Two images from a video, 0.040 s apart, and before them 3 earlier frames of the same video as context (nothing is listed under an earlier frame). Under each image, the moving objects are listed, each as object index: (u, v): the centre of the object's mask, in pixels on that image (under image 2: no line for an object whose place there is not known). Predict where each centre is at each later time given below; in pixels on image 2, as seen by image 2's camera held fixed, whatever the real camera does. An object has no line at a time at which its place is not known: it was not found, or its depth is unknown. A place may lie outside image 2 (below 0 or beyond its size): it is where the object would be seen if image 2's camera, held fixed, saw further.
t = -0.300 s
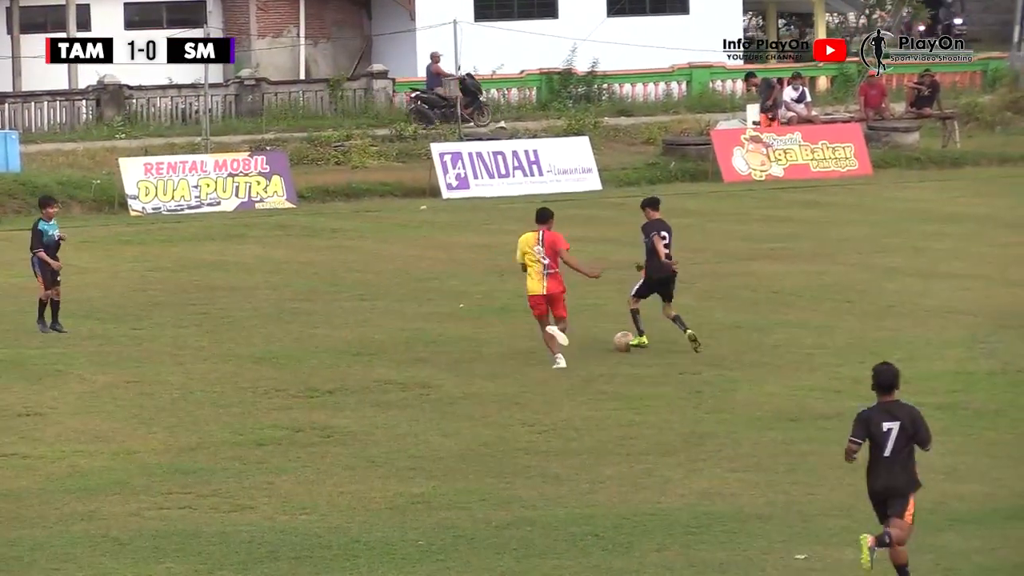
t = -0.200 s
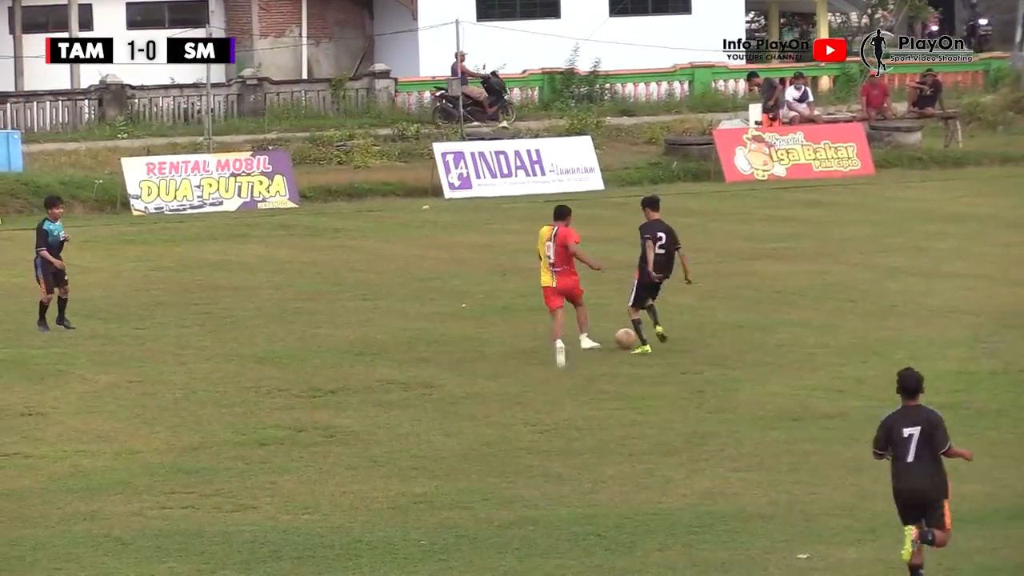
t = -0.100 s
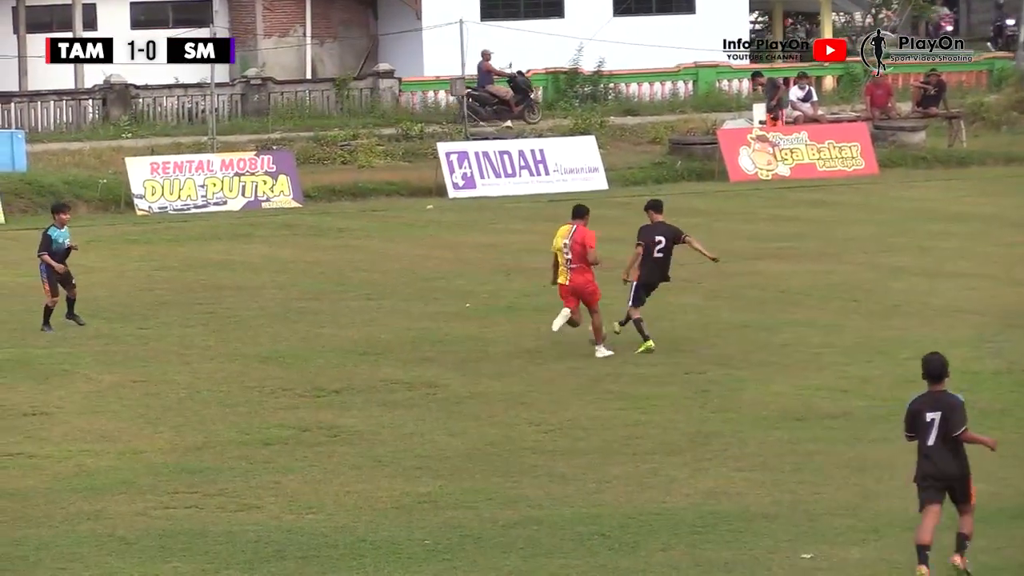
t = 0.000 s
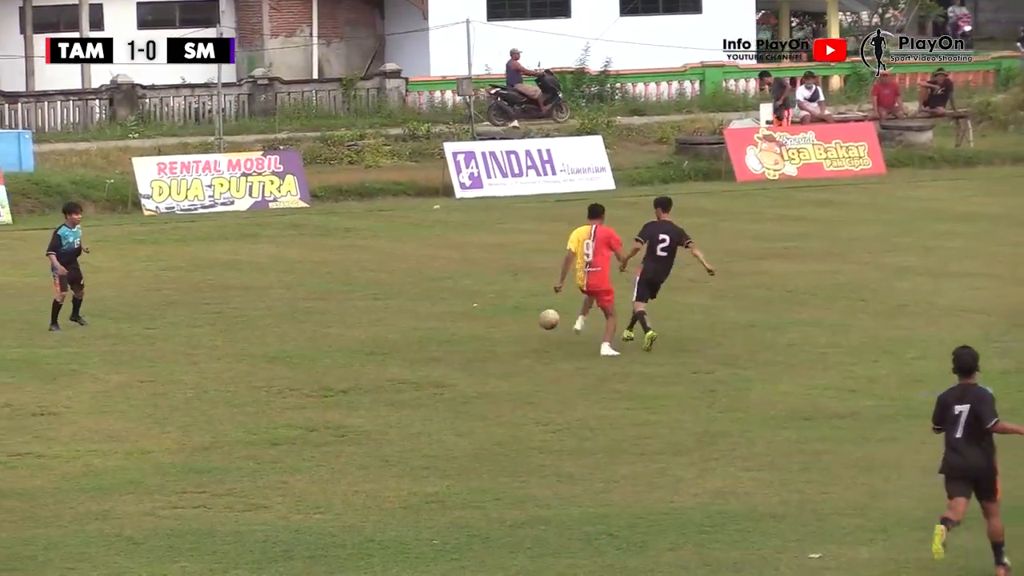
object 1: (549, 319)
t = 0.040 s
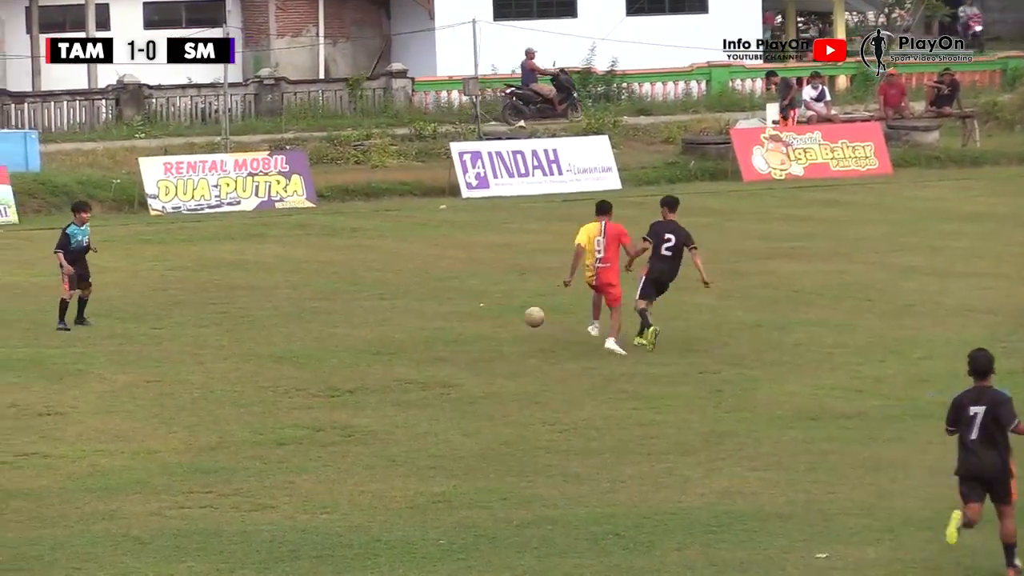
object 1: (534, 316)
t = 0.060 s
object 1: (524, 316)
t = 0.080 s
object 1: (514, 316)
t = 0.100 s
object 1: (504, 315)
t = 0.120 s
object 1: (494, 316)
